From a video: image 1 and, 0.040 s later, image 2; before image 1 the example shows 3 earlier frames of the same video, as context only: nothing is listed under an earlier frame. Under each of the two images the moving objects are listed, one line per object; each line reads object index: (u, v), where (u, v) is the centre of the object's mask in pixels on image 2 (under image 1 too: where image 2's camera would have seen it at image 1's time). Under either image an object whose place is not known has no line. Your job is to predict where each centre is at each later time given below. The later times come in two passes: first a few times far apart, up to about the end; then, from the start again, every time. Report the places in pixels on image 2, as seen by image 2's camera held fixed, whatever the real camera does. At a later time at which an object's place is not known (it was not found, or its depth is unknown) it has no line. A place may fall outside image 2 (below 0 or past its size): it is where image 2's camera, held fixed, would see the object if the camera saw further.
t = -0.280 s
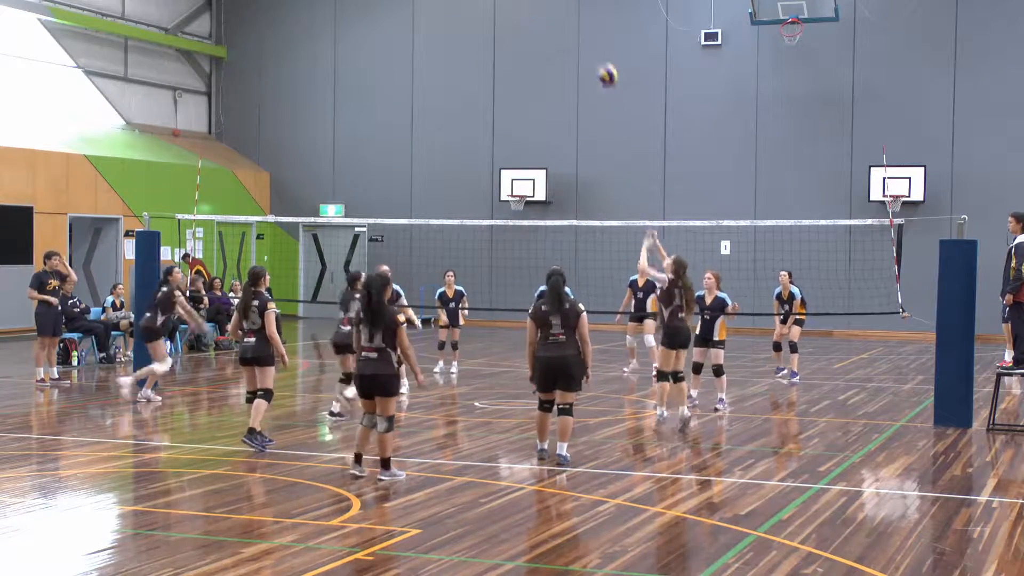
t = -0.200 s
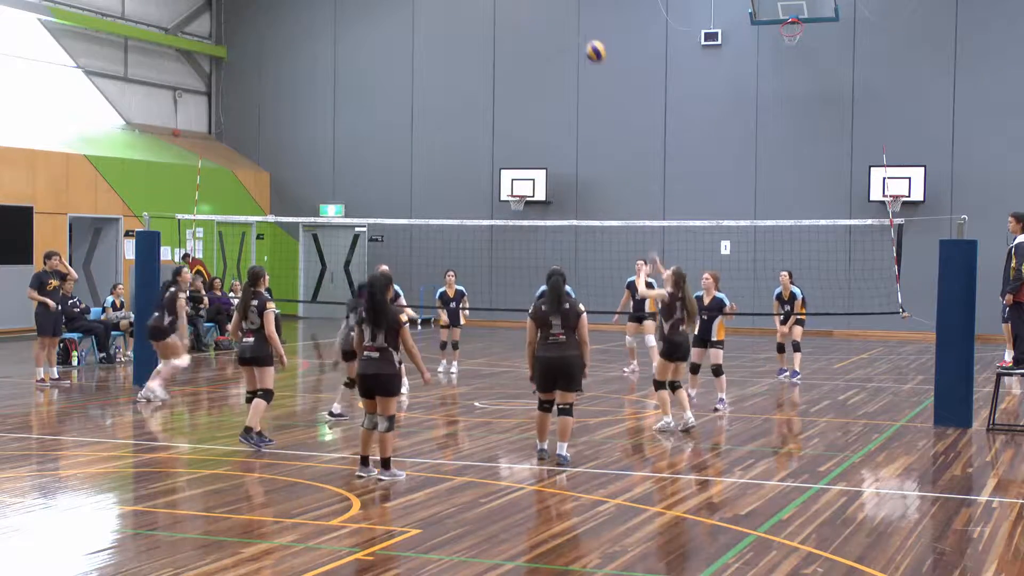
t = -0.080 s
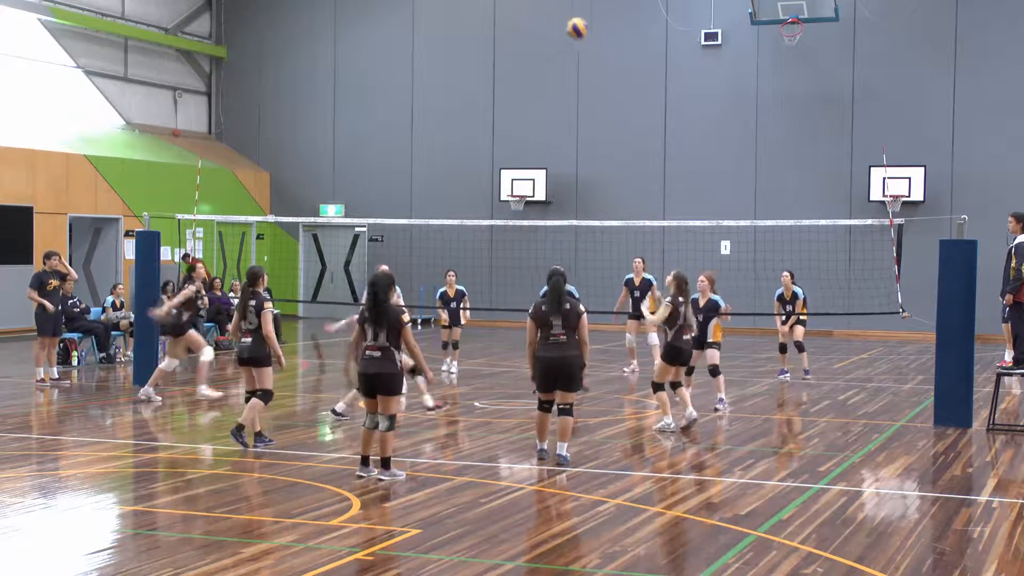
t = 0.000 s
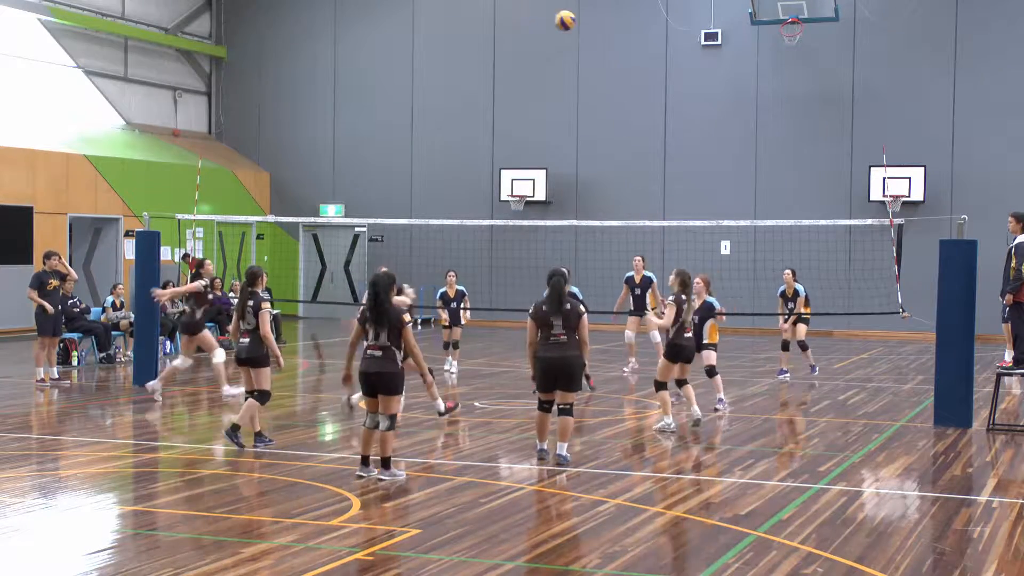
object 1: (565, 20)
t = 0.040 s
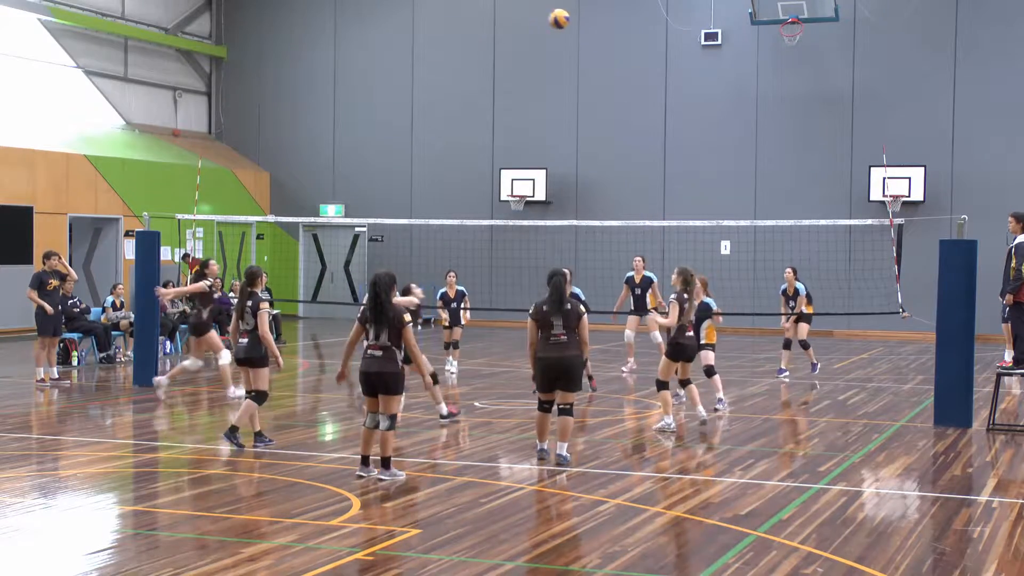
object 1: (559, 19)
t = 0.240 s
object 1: (530, 33)
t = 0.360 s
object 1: (511, 58)
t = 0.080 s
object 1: (553, 19)
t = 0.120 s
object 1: (547, 19)
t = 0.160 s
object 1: (541, 23)
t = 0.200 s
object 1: (535, 27)
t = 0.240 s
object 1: (530, 33)
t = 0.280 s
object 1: (524, 40)
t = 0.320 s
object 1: (517, 48)
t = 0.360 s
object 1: (511, 58)
